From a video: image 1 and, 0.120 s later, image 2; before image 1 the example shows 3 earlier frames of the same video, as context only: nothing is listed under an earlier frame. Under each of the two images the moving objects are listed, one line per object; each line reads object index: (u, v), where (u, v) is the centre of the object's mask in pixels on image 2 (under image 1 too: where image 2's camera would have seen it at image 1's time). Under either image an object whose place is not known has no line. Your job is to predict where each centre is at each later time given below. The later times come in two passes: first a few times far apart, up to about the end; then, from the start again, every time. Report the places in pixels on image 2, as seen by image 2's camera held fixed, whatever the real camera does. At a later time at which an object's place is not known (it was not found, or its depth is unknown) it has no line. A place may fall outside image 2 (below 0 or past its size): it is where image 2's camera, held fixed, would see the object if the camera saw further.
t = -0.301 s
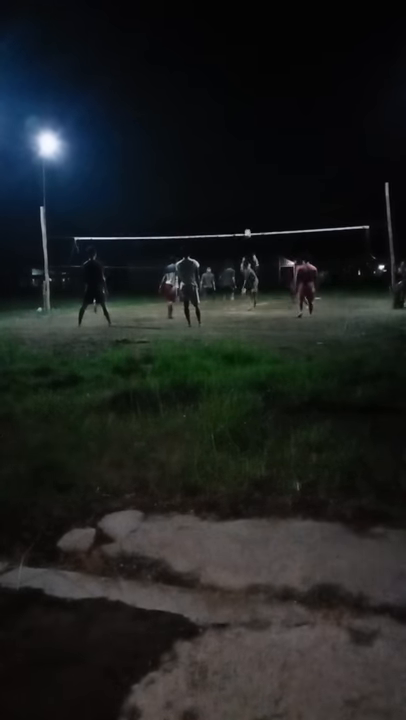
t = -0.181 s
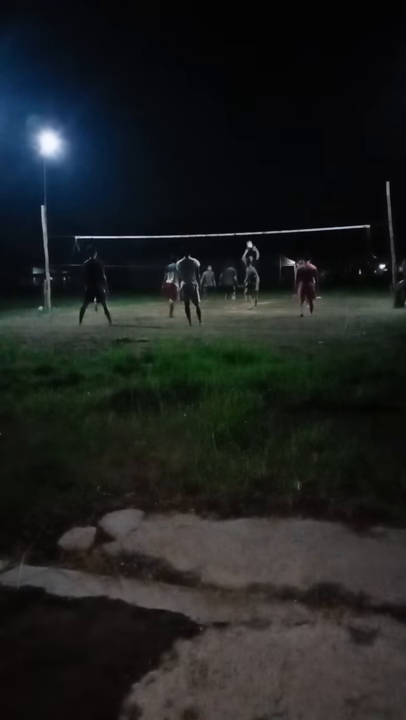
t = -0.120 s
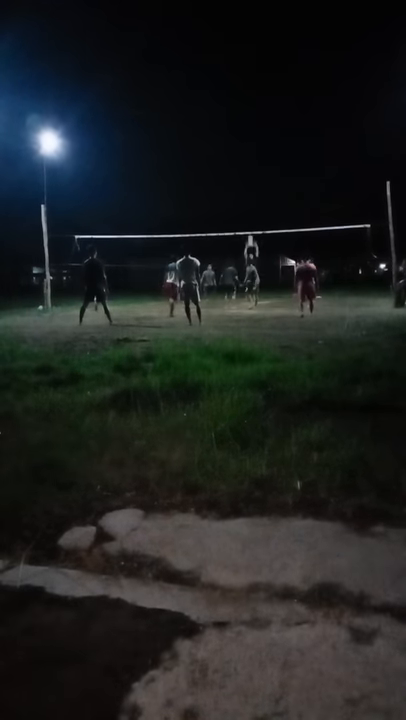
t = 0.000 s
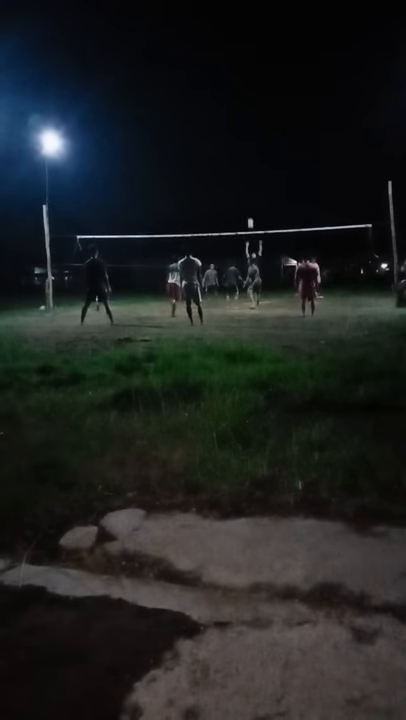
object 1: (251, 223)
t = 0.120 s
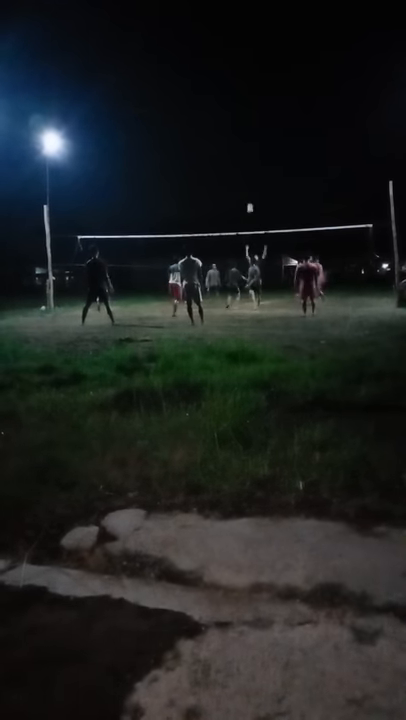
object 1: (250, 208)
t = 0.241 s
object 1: (249, 196)
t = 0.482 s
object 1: (246, 185)
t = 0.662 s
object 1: (245, 188)
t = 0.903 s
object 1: (243, 207)
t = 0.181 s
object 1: (249, 202)
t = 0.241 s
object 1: (249, 196)
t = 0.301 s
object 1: (248, 192)
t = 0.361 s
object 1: (248, 189)
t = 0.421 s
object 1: (247, 187)
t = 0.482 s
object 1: (246, 185)
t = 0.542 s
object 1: (246, 185)
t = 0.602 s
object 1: (245, 186)
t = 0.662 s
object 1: (245, 188)
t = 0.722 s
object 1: (245, 191)
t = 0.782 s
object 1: (244, 195)
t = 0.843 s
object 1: (244, 200)
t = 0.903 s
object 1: (243, 207)
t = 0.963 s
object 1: (243, 214)
